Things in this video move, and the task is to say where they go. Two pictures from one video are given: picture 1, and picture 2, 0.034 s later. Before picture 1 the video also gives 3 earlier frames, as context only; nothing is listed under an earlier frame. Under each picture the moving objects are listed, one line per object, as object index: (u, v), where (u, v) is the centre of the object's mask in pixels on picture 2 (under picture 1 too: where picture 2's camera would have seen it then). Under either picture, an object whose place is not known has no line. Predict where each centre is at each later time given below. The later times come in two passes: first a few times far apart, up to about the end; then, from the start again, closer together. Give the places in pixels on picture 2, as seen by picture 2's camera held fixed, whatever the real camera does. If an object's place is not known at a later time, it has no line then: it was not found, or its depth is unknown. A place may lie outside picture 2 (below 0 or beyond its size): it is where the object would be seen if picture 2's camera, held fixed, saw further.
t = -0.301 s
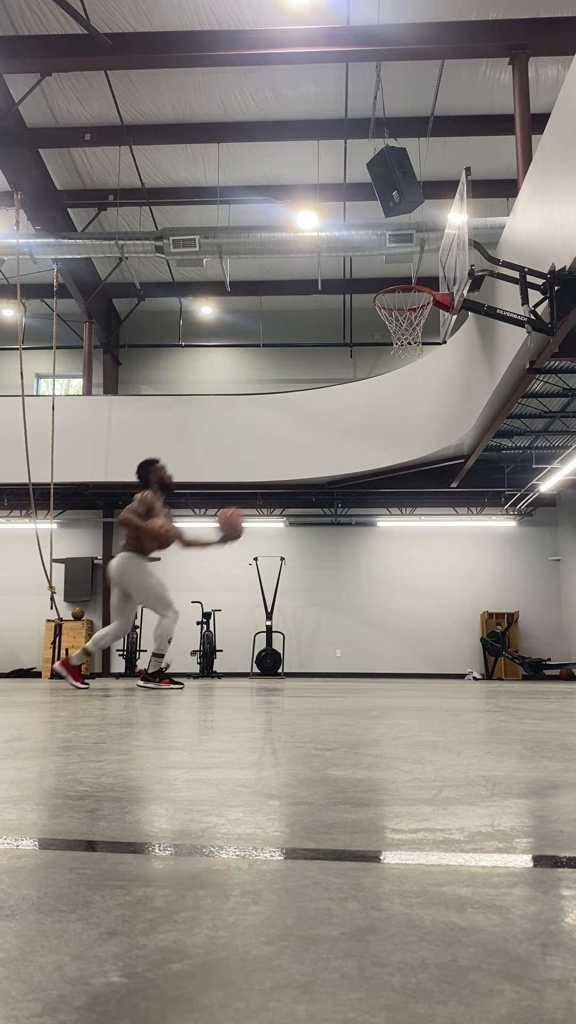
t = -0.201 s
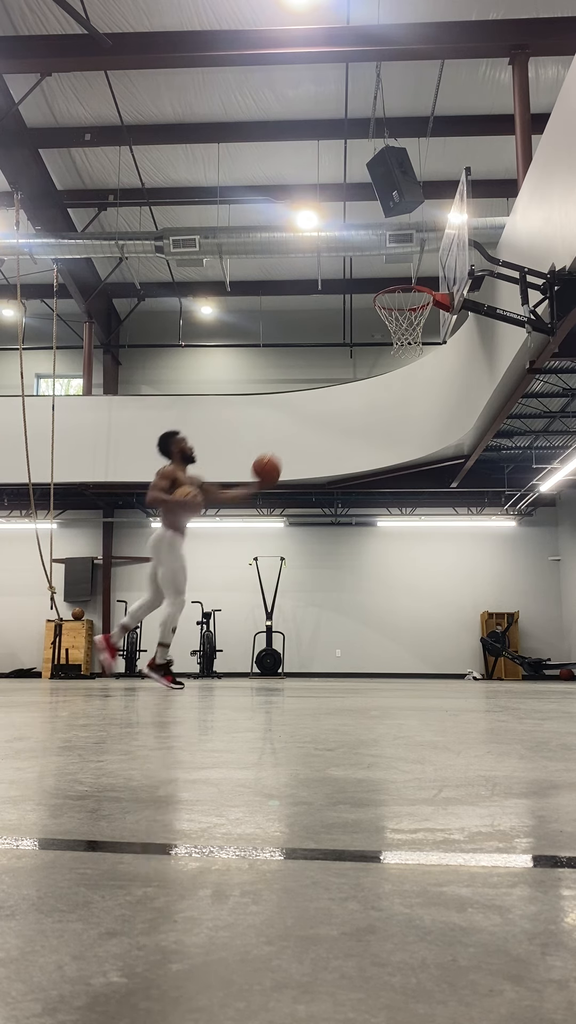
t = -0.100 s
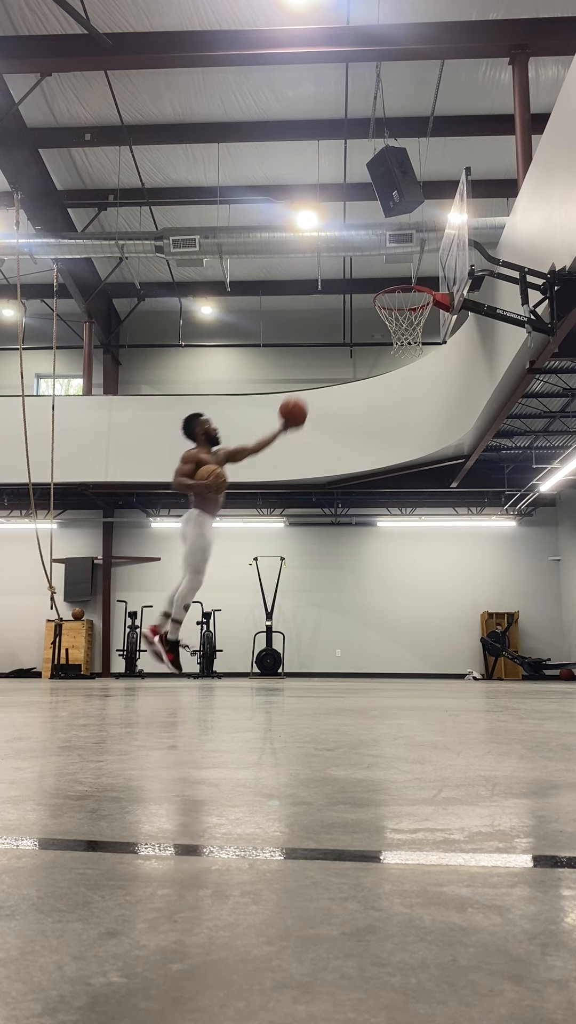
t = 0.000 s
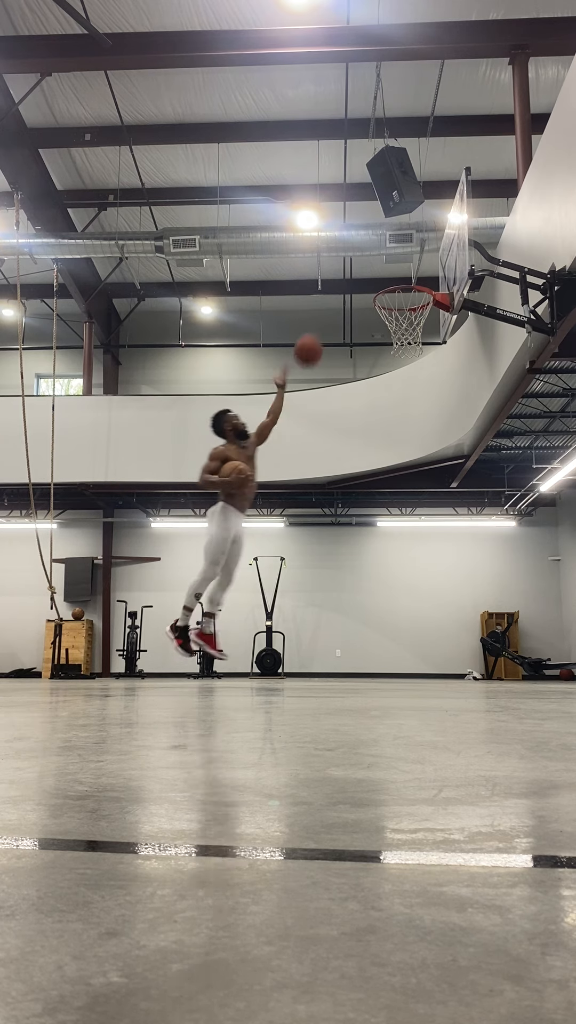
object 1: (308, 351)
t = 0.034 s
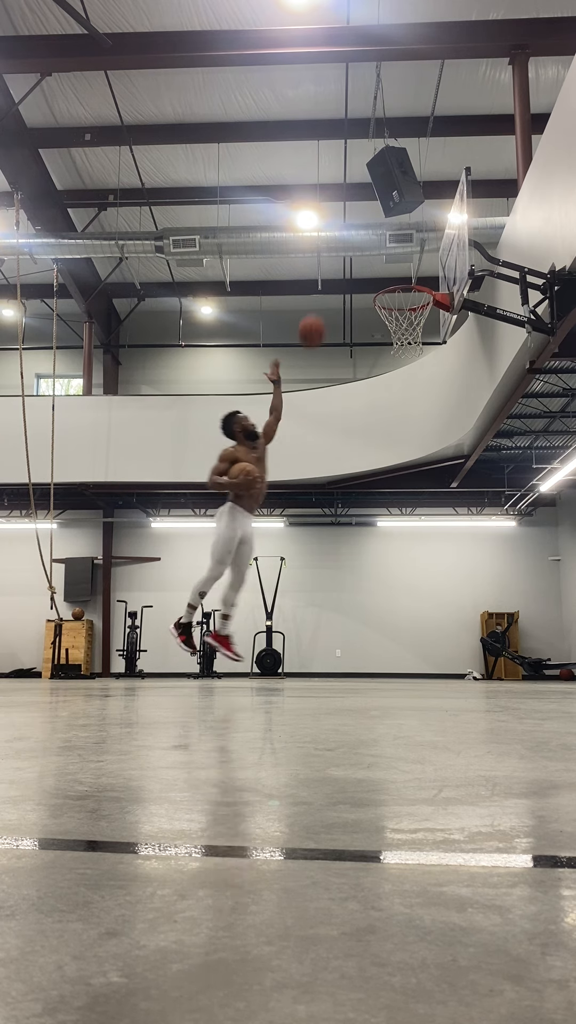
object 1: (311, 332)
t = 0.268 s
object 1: (338, 236)
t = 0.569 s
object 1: (369, 202)
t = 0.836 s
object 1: (399, 256)
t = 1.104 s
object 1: (414, 363)
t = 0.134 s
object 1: (322, 282)
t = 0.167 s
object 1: (326, 269)
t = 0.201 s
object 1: (330, 255)
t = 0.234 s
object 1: (333, 245)
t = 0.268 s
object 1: (338, 236)
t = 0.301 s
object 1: (340, 226)
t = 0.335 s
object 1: (345, 219)
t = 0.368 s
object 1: (347, 213)
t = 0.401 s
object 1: (351, 208)
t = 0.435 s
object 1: (355, 205)
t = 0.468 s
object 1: (358, 202)
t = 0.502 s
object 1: (362, 201)
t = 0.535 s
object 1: (366, 201)
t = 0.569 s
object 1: (369, 202)
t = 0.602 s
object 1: (373, 205)
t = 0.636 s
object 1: (377, 209)
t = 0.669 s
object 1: (381, 214)
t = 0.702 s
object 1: (384, 220)
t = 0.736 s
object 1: (388, 227)
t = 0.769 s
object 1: (391, 236)
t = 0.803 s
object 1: (395, 246)
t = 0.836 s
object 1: (399, 256)
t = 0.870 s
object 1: (402, 270)
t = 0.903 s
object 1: (407, 278)
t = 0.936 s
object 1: (411, 298)
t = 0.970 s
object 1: (412, 310)
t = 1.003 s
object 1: (413, 323)
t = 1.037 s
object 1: (414, 337)
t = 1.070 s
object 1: (413, 351)
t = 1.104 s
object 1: (414, 363)
